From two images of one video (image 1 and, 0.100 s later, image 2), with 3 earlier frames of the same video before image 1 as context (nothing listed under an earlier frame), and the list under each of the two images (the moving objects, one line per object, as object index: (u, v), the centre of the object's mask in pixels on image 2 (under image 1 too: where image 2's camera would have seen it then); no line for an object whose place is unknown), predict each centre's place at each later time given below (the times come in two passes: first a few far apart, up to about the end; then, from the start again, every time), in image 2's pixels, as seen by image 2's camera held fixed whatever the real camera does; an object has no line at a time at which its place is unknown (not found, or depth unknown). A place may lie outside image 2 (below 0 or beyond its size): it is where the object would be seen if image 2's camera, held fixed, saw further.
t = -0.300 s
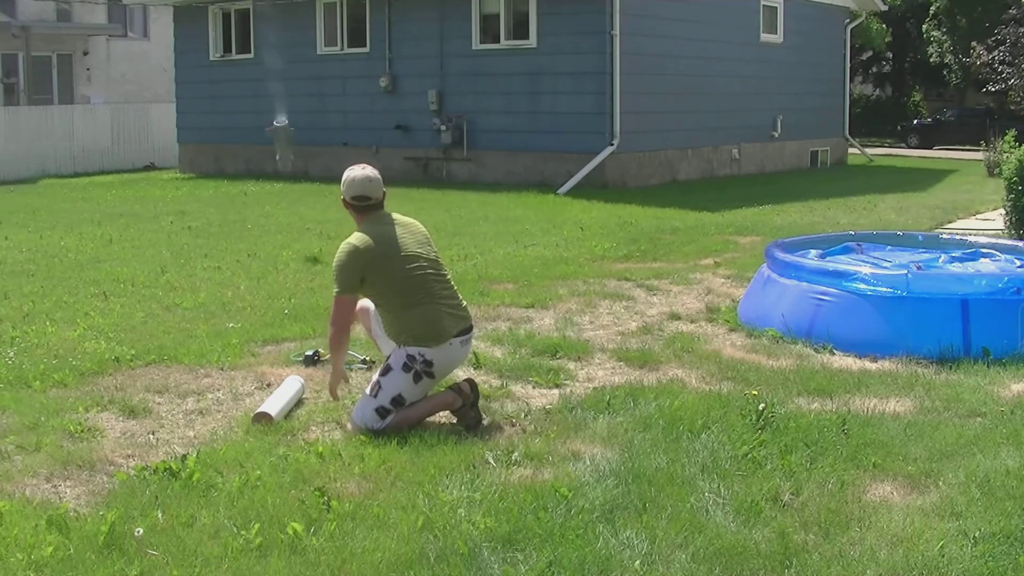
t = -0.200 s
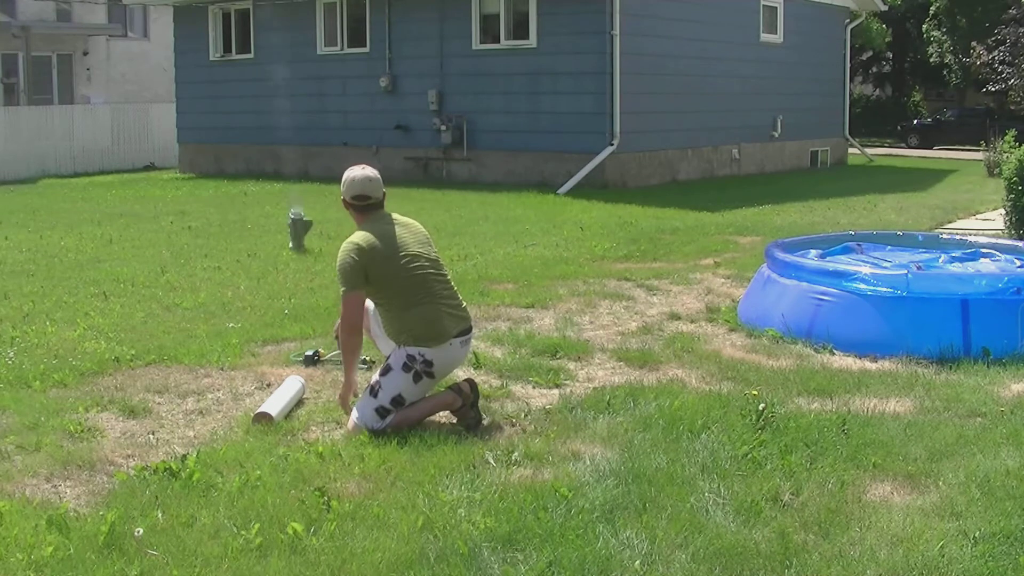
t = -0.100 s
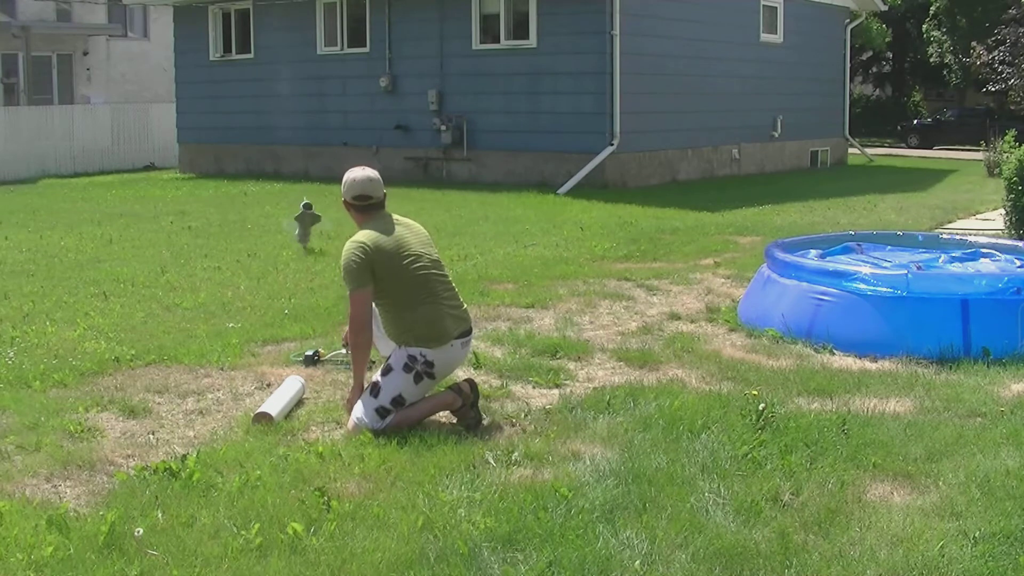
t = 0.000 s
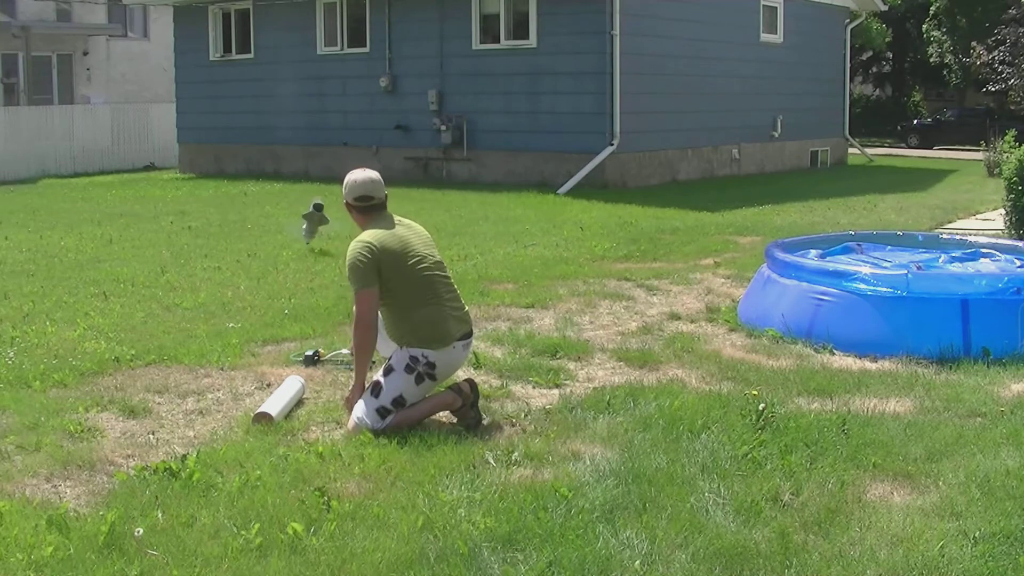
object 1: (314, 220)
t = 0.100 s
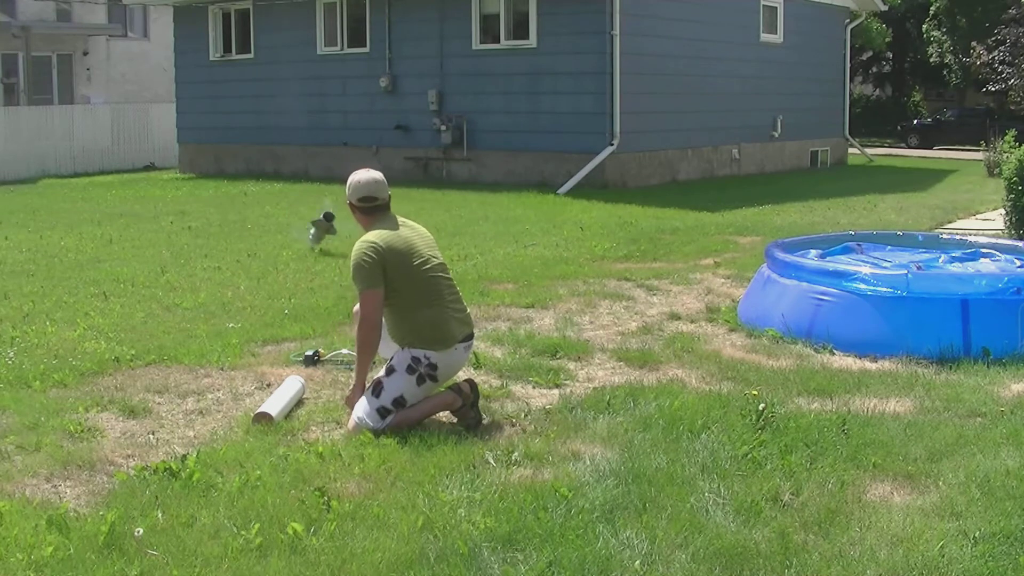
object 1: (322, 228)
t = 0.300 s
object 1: (337, 243)
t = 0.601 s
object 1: (336, 243)
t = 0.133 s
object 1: (325, 232)
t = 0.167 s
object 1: (328, 237)
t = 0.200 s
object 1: (331, 241)
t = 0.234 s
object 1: (332, 243)
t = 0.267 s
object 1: (335, 243)
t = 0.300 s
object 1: (337, 243)
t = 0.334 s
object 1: (337, 243)
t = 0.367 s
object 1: (337, 243)
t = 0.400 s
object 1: (337, 243)
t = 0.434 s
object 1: (338, 243)
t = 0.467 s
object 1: (338, 243)
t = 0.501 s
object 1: (338, 243)
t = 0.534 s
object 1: (338, 243)
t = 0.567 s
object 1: (337, 243)
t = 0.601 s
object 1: (336, 243)
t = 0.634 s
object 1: (336, 243)
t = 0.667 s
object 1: (335, 242)
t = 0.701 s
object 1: (335, 242)
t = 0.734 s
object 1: (335, 242)
